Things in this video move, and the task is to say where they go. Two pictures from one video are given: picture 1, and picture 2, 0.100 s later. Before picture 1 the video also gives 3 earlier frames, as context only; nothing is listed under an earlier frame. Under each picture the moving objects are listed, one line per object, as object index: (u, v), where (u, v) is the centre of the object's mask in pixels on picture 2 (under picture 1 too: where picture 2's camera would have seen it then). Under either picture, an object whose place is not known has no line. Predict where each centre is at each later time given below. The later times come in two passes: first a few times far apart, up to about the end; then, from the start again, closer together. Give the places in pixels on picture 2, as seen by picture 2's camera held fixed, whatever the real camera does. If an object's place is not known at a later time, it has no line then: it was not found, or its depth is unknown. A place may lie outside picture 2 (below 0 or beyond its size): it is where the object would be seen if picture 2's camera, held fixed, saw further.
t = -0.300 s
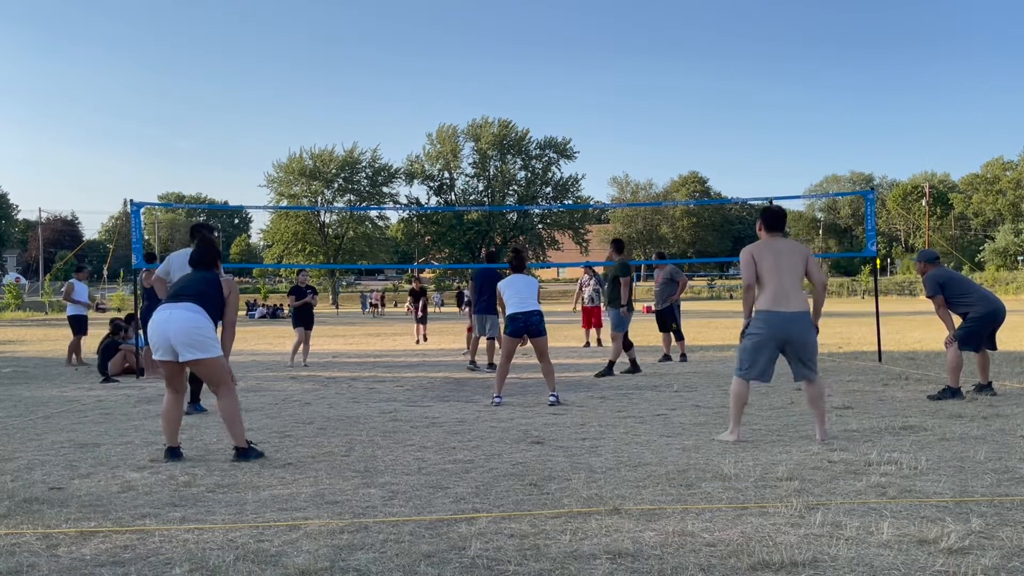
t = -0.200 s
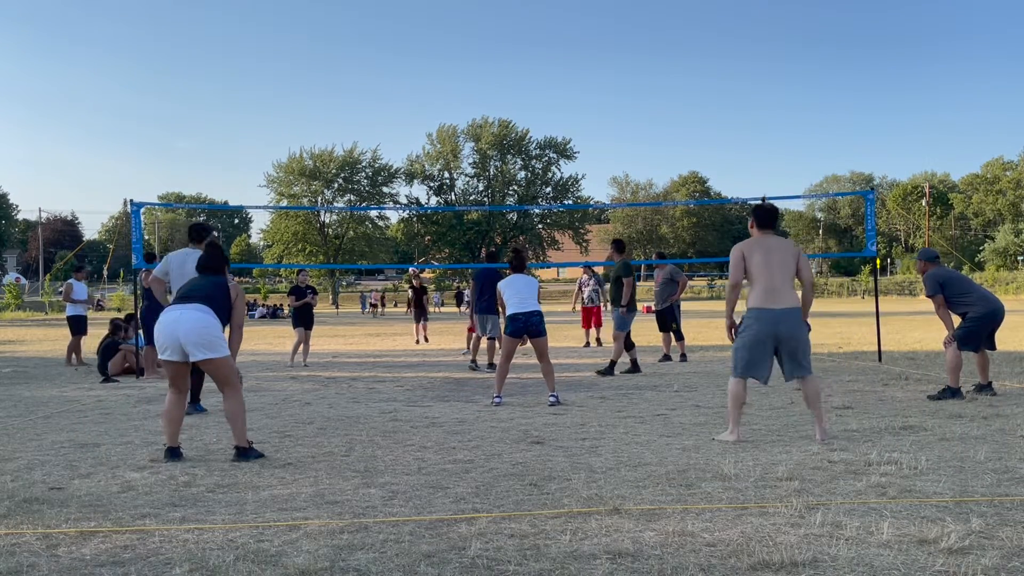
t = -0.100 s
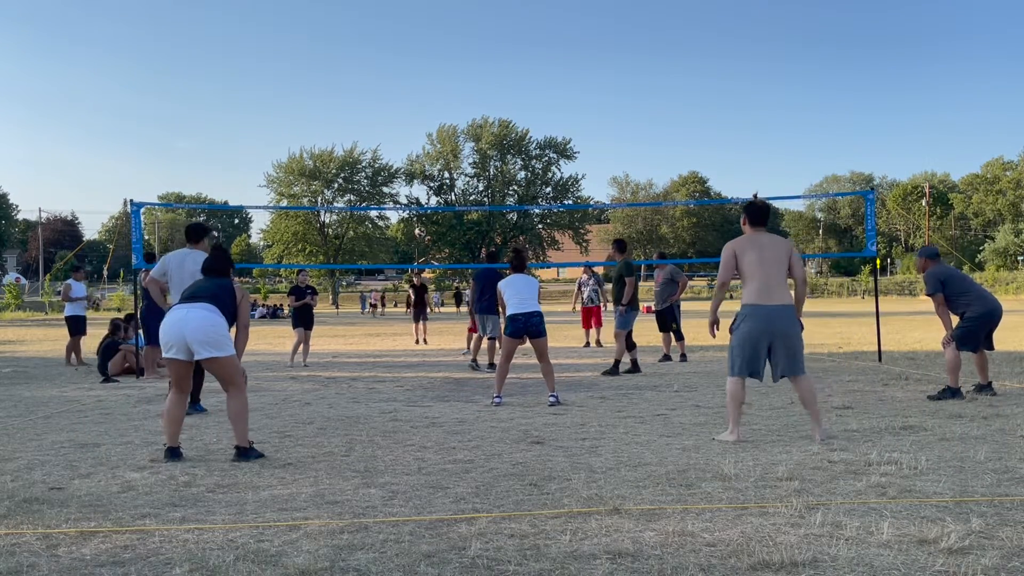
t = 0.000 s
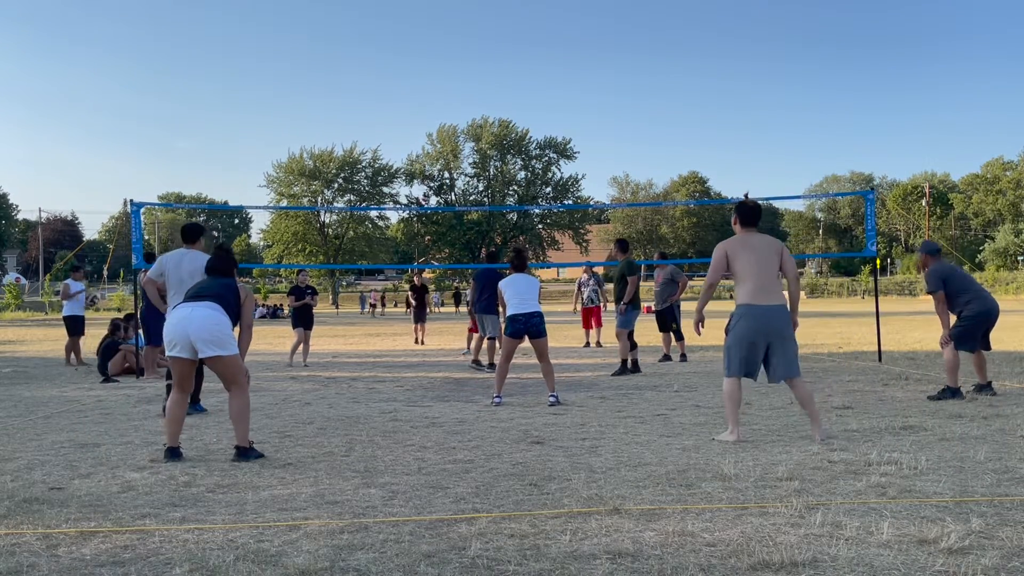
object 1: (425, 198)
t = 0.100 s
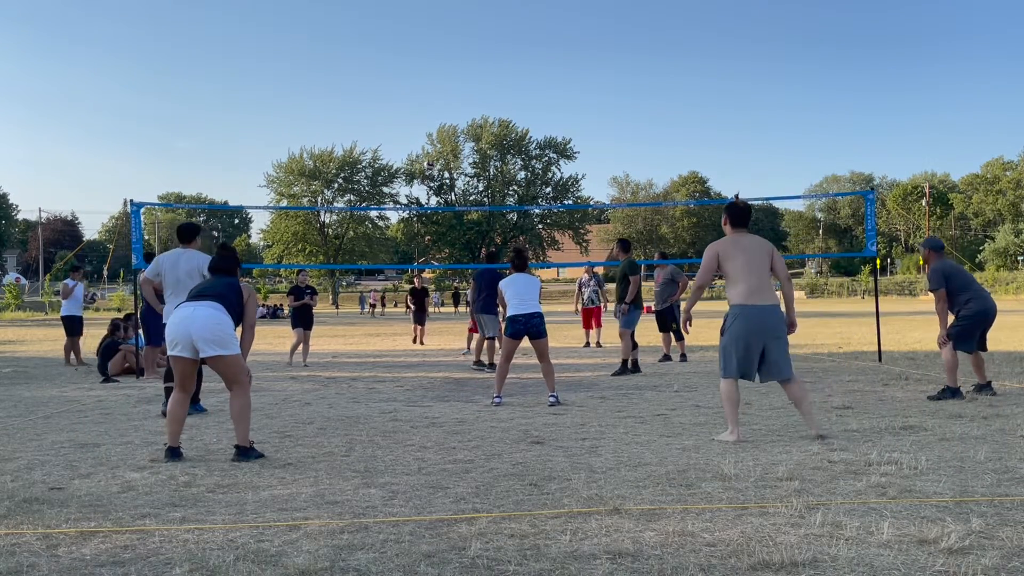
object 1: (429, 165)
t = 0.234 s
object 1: (436, 128)
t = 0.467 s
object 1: (449, 88)
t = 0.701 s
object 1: (468, 86)
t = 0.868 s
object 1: (482, 110)
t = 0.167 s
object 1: (433, 145)
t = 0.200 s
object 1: (433, 136)
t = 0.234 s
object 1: (436, 128)
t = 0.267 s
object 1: (437, 120)
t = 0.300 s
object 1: (439, 113)
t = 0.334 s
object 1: (441, 106)
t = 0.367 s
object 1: (443, 101)
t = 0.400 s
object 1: (445, 96)
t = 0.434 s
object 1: (447, 91)
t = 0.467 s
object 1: (449, 88)
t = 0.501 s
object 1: (451, 85)
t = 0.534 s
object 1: (454, 83)
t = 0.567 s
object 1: (456, 82)
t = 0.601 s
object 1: (459, 82)
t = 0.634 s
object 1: (462, 82)
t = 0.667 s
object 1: (465, 84)
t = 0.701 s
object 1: (468, 86)
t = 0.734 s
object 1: (470, 89)
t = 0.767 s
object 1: (474, 92)
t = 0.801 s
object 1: (476, 97)
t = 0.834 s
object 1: (479, 103)
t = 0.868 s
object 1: (482, 110)
